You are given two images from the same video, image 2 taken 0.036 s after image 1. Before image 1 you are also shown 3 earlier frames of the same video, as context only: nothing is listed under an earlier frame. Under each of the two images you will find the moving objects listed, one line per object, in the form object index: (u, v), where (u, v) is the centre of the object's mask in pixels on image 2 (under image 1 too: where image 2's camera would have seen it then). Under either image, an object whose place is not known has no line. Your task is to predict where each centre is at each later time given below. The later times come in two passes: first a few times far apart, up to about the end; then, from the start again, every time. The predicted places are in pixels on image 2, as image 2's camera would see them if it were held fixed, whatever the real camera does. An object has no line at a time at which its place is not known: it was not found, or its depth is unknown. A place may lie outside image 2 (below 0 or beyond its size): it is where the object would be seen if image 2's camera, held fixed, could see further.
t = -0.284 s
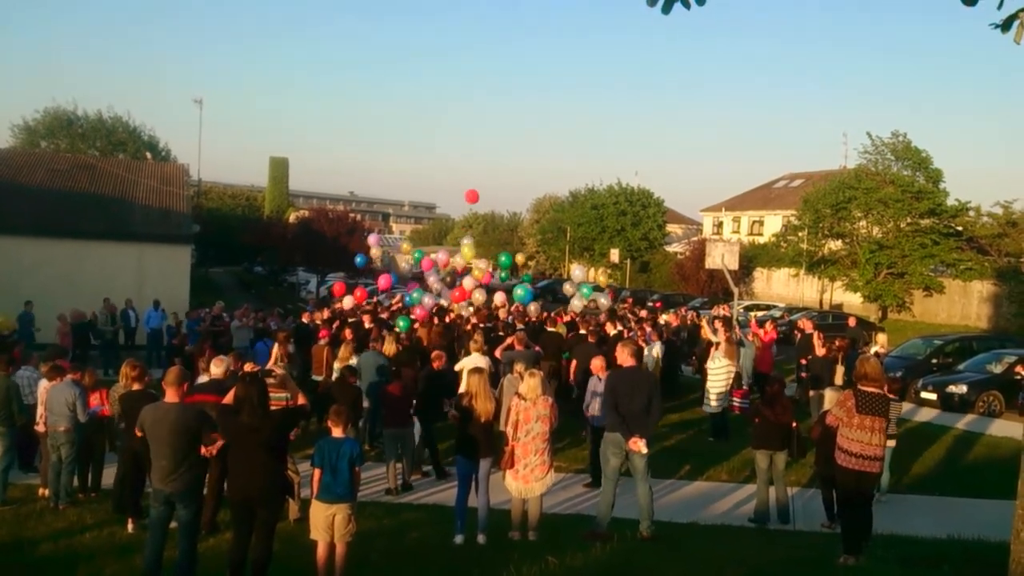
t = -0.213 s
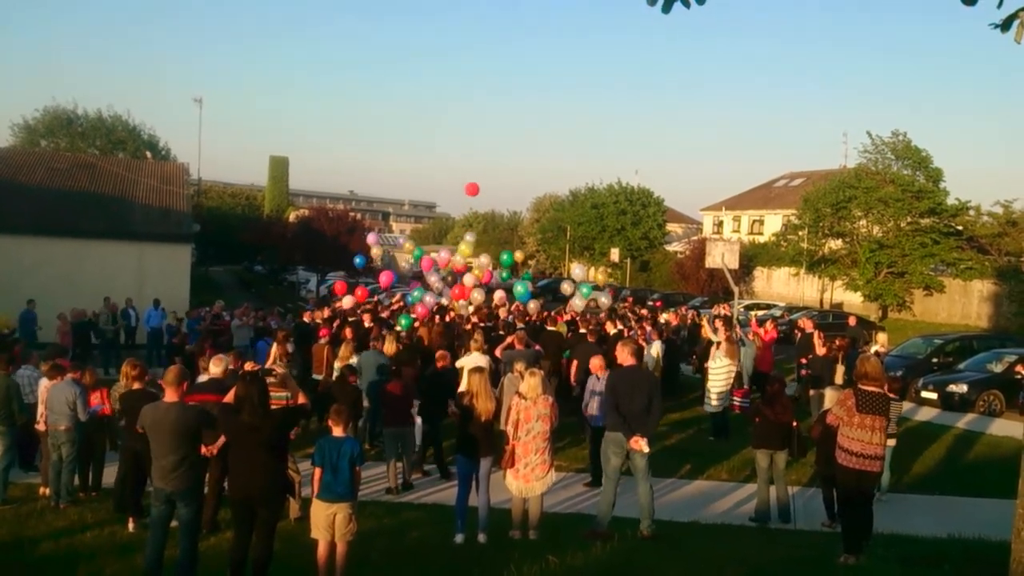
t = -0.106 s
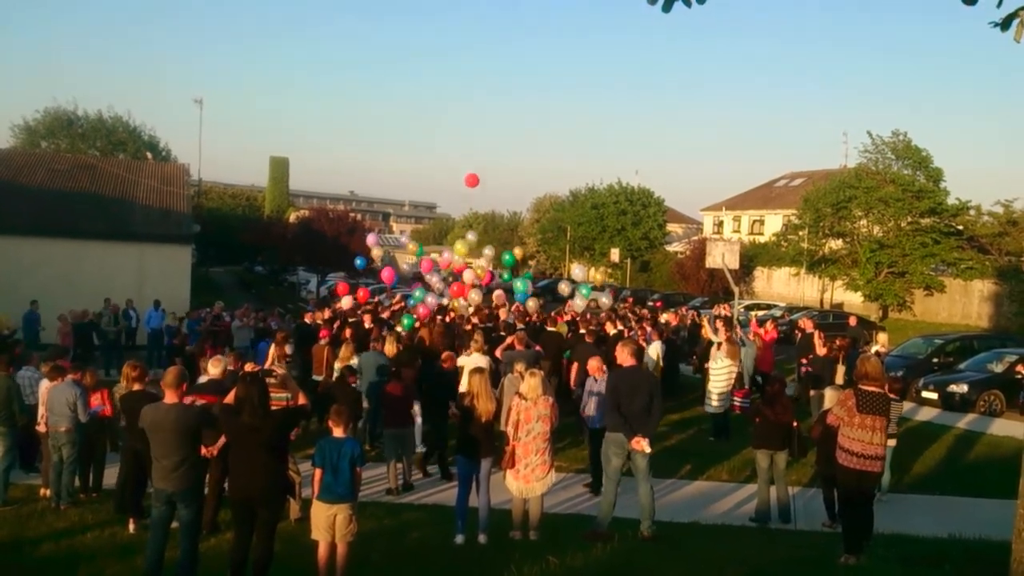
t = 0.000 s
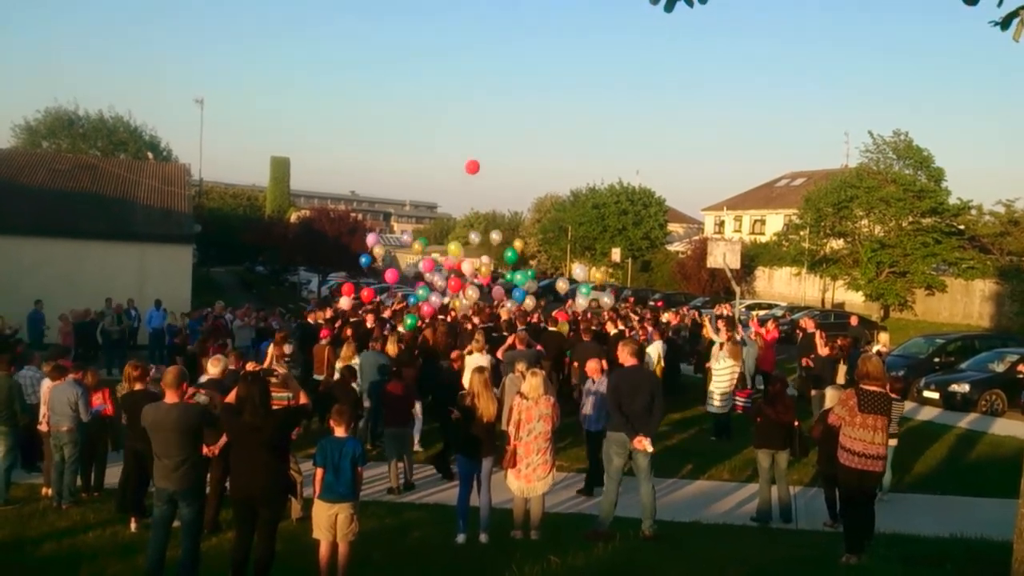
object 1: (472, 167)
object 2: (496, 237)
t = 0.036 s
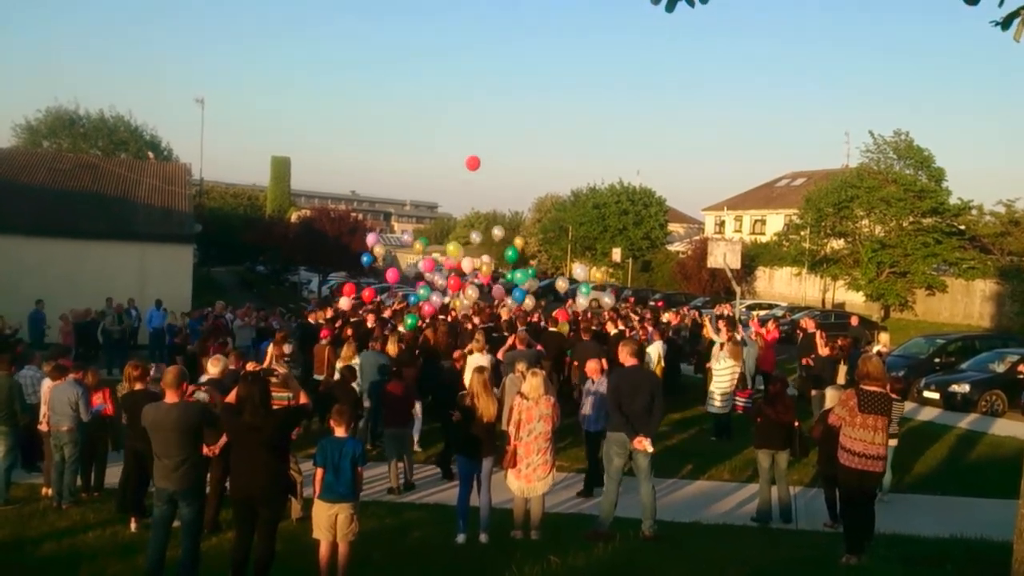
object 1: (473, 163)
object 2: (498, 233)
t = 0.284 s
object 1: (474, 136)
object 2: (512, 202)
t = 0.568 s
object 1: (483, 103)
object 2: (532, 160)
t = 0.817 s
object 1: (498, 65)
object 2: (558, 124)
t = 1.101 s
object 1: (526, 25)
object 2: (575, 103)
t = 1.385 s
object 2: (587, 78)
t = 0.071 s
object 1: (472, 159)
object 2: (499, 228)
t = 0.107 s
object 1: (472, 155)
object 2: (501, 224)
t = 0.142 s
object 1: (472, 152)
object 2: (503, 219)
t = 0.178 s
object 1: (472, 148)
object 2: (505, 214)
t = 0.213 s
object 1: (473, 144)
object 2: (507, 211)
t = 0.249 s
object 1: (473, 140)
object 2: (510, 205)
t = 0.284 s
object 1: (474, 136)
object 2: (512, 202)
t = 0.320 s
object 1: (474, 132)
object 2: (515, 196)
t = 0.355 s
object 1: (475, 128)
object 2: (517, 191)
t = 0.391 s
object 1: (476, 124)
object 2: (519, 186)
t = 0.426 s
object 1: (477, 120)
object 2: (522, 181)
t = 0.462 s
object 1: (479, 115)
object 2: (524, 175)
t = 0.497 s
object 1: (480, 111)
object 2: (526, 171)
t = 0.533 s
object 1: (481, 107)
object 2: (529, 165)
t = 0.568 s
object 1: (483, 103)
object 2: (532, 160)
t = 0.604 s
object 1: (485, 98)
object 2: (536, 155)
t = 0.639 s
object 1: (488, 89)
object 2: (543, 143)
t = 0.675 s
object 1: (491, 85)
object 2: (546, 140)
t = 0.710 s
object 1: (492, 80)
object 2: (549, 135)
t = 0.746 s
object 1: (494, 76)
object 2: (552, 131)
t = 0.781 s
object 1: (496, 71)
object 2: (556, 127)
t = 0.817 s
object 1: (498, 65)
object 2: (558, 124)
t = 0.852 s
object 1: (500, 60)
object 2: (561, 120)
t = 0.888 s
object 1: (503, 55)
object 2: (564, 118)
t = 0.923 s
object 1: (506, 50)
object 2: (566, 115)
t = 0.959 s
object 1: (509, 45)
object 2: (568, 112)
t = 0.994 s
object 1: (513, 40)
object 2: (570, 110)
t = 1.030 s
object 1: (517, 35)
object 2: (571, 107)
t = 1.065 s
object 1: (522, 30)
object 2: (574, 105)
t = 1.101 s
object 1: (526, 25)
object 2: (575, 103)
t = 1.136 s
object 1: (530, 20)
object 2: (576, 100)
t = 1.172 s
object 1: (535, 15)
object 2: (578, 98)
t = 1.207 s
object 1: (540, 10)
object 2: (579, 96)
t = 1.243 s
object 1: (544, 4)
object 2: (580, 93)
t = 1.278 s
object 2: (581, 90)
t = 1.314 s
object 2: (584, 85)
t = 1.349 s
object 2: (586, 82)
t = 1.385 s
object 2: (587, 78)
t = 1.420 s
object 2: (588, 75)
